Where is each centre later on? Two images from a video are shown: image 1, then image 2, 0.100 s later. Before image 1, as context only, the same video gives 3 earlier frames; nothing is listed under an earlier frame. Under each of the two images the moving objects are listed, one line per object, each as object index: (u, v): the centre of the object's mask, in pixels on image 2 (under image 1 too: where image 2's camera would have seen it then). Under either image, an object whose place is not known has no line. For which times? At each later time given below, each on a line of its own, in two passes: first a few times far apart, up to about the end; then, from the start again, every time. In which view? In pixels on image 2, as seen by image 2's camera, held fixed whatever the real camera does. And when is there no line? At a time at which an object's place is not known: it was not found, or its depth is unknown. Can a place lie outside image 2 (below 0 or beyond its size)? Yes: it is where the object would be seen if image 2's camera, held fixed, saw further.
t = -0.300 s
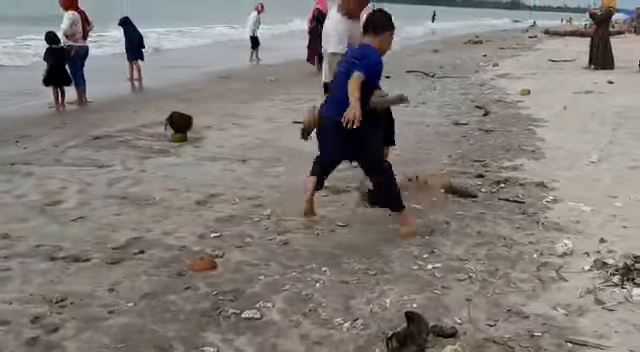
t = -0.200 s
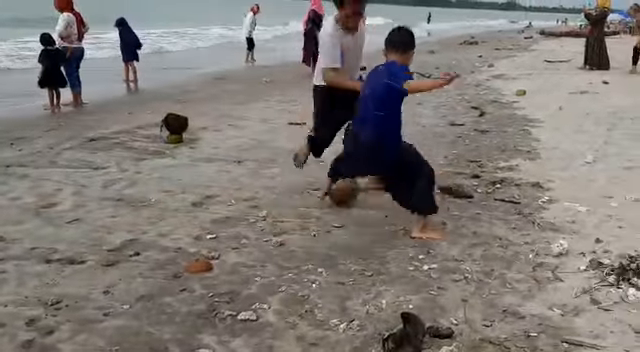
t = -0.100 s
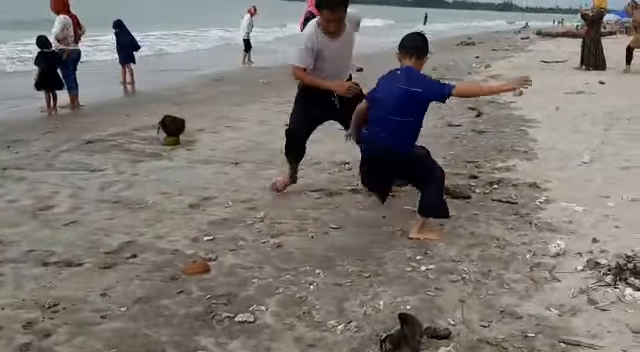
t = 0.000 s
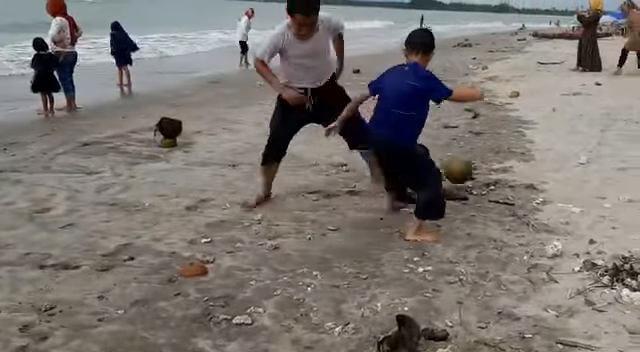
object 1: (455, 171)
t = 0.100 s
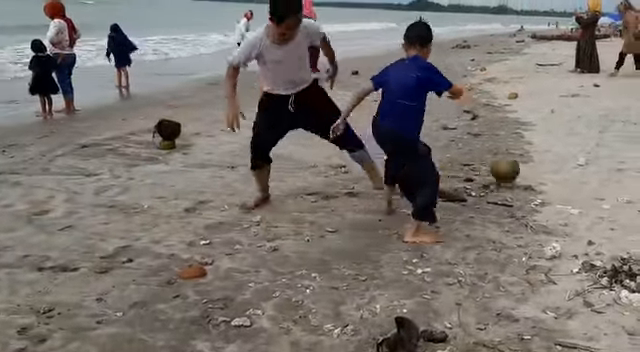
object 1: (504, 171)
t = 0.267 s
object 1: (561, 164)
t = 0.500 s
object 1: (601, 155)
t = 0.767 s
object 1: (631, 148)
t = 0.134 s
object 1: (517, 166)
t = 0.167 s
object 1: (529, 164)
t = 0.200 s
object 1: (541, 163)
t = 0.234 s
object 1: (553, 166)
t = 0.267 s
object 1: (561, 164)
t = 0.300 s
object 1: (568, 161)
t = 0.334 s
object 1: (573, 159)
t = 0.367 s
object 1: (578, 158)
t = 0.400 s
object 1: (584, 158)
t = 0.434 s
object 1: (590, 157)
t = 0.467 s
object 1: (595, 156)
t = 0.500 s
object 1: (601, 155)
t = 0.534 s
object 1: (606, 155)
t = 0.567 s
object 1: (611, 154)
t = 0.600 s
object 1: (615, 152)
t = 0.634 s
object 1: (618, 151)
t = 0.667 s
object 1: (621, 150)
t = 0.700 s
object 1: (624, 150)
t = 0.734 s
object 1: (628, 149)
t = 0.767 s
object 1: (631, 148)
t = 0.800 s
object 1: (634, 147)
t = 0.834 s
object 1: (637, 146)
